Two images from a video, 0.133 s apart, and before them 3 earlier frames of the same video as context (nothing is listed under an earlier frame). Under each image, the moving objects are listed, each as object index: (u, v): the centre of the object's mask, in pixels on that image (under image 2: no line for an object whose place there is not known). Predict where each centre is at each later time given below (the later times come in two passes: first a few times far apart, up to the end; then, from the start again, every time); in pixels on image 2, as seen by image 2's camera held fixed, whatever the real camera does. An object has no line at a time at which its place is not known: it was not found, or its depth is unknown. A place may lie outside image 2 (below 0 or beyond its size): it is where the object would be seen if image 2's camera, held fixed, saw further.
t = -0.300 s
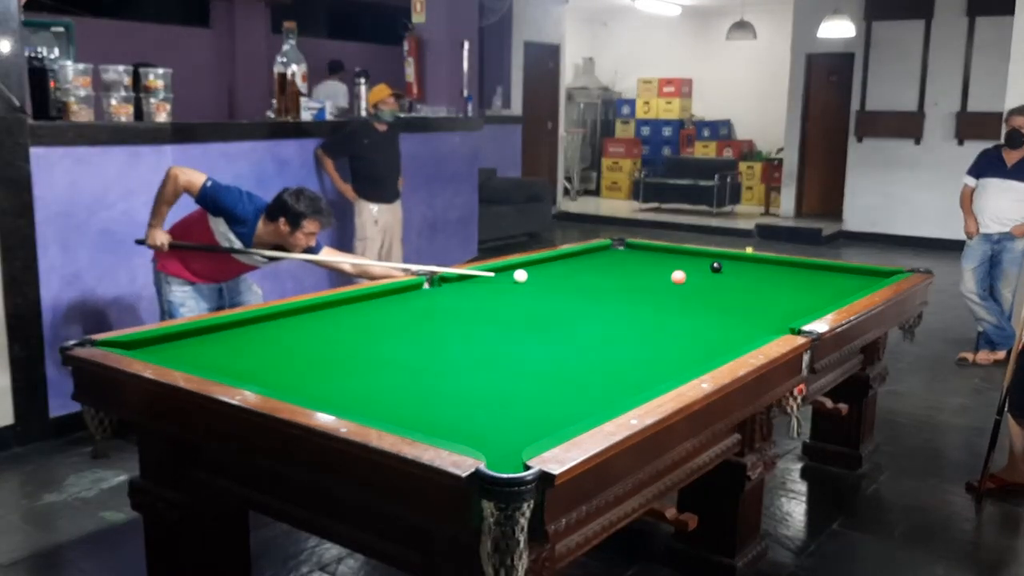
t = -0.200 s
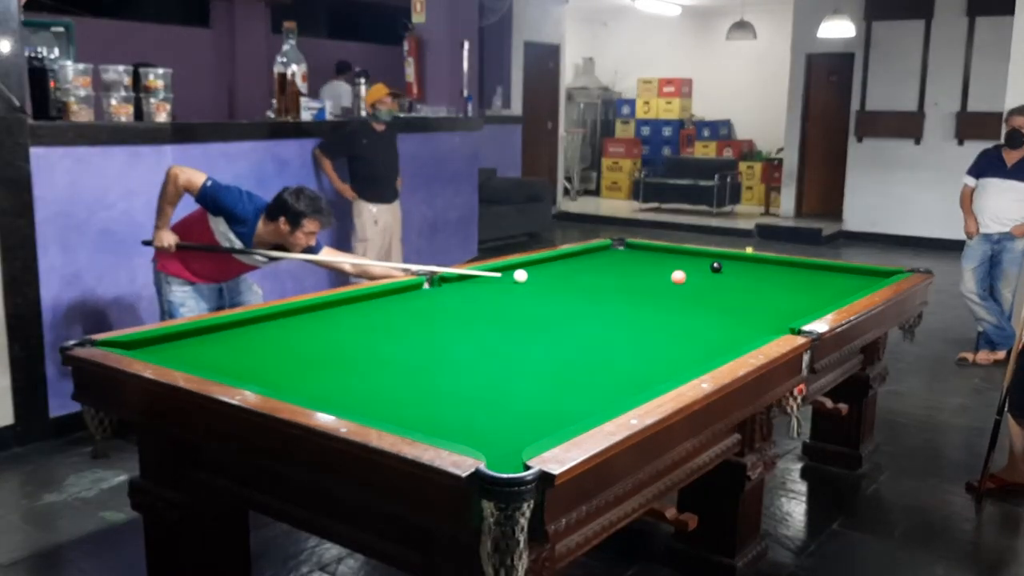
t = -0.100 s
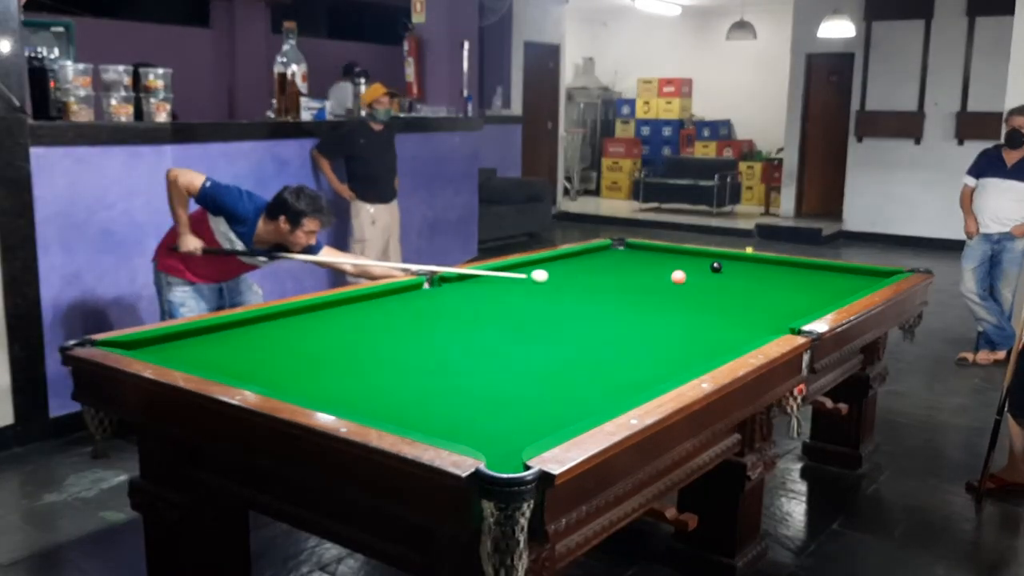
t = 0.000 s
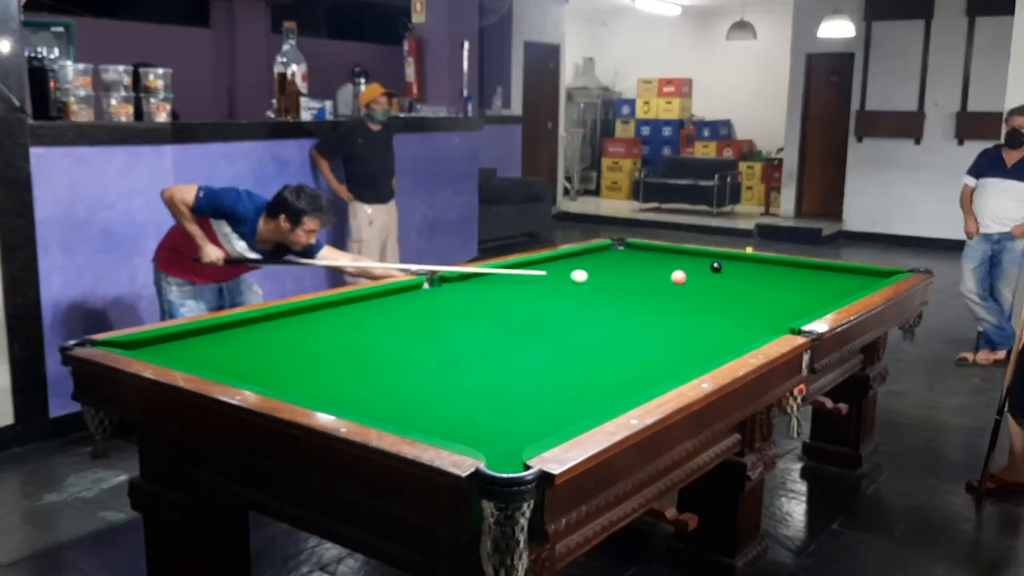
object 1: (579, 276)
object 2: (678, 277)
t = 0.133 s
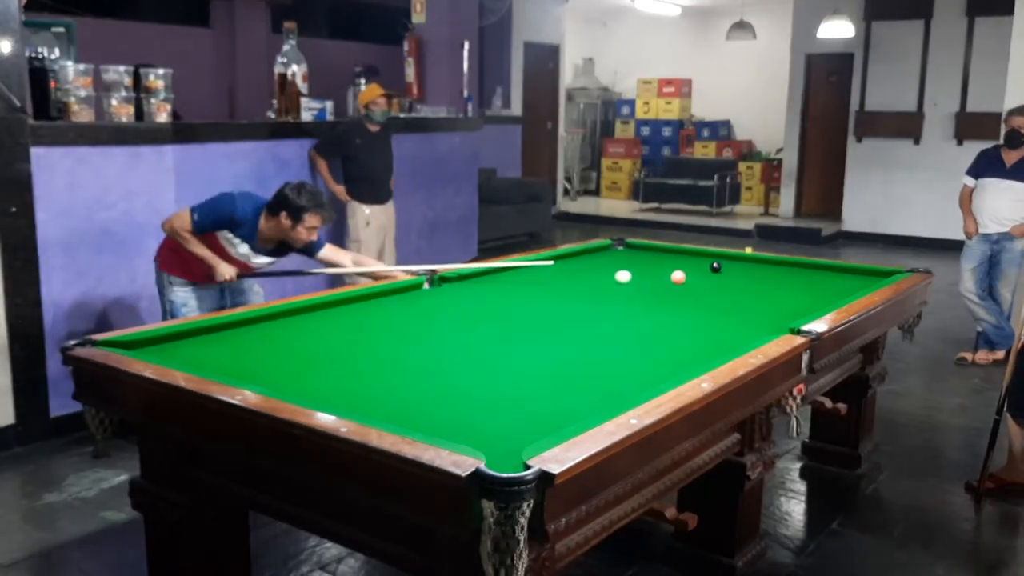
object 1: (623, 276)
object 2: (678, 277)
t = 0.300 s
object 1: (666, 277)
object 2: (685, 276)
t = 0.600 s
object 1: (687, 280)
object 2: (743, 276)
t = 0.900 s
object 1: (710, 281)
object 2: (794, 275)
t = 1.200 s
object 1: (730, 283)
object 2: (842, 275)
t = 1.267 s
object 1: (735, 283)
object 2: (852, 274)
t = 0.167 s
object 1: (633, 277)
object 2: (678, 277)
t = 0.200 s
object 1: (643, 277)
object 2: (678, 277)
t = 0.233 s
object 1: (653, 277)
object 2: (678, 277)
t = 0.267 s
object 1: (663, 277)
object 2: (678, 277)
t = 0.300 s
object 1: (666, 277)
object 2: (685, 276)
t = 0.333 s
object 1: (667, 277)
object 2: (693, 276)
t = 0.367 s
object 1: (669, 277)
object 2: (700, 276)
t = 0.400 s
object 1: (671, 278)
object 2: (707, 276)
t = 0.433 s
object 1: (674, 278)
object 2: (714, 277)
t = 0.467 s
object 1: (677, 279)
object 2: (720, 276)
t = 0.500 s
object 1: (679, 279)
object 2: (726, 276)
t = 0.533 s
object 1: (682, 279)
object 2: (731, 276)
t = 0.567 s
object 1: (685, 279)
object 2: (738, 276)
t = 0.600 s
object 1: (687, 280)
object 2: (743, 276)
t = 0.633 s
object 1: (690, 280)
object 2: (749, 276)
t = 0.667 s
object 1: (693, 280)
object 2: (755, 276)
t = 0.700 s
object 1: (695, 280)
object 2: (761, 276)
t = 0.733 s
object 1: (698, 280)
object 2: (766, 276)
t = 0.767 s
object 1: (700, 280)
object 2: (772, 276)
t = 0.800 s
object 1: (703, 280)
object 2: (778, 275)
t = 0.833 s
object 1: (705, 281)
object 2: (783, 275)
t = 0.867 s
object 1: (708, 281)
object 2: (789, 275)
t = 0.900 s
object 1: (710, 281)
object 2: (794, 275)
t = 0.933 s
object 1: (712, 281)
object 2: (800, 275)
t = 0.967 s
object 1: (715, 281)
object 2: (805, 275)
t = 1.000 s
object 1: (717, 282)
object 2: (811, 275)
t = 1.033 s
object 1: (719, 282)
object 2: (816, 275)
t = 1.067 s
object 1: (722, 282)
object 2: (821, 275)
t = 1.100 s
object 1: (724, 282)
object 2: (827, 275)
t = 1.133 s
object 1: (726, 282)
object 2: (832, 275)
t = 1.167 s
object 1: (728, 282)
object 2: (837, 275)
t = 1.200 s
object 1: (730, 283)
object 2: (842, 275)
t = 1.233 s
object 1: (733, 283)
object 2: (847, 274)
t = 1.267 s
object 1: (735, 283)
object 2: (852, 274)
